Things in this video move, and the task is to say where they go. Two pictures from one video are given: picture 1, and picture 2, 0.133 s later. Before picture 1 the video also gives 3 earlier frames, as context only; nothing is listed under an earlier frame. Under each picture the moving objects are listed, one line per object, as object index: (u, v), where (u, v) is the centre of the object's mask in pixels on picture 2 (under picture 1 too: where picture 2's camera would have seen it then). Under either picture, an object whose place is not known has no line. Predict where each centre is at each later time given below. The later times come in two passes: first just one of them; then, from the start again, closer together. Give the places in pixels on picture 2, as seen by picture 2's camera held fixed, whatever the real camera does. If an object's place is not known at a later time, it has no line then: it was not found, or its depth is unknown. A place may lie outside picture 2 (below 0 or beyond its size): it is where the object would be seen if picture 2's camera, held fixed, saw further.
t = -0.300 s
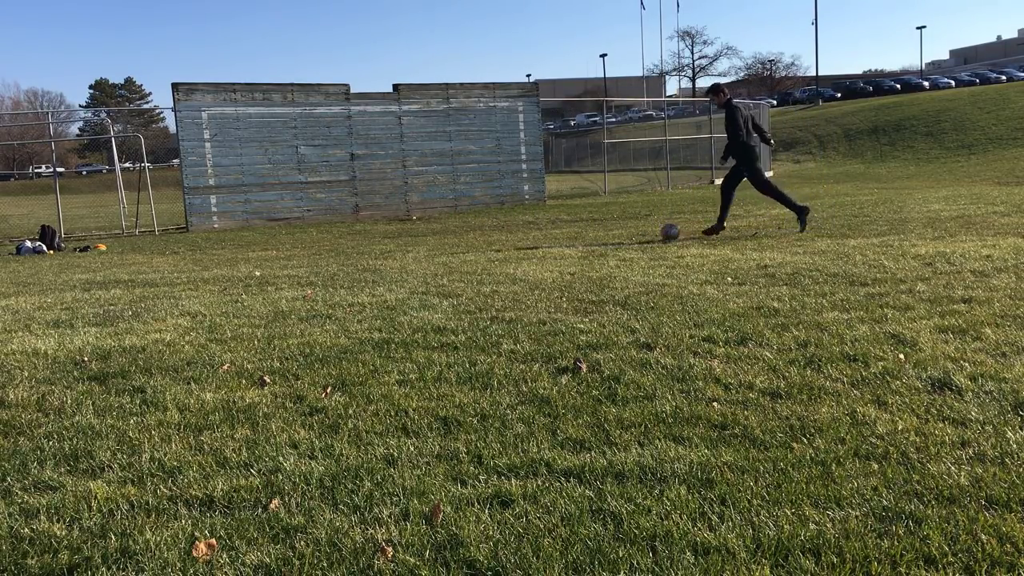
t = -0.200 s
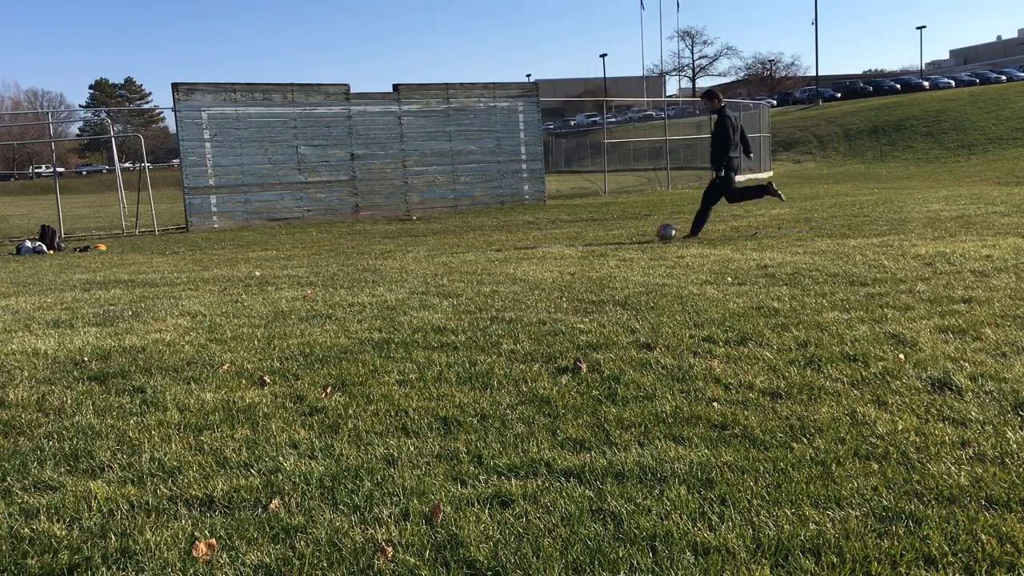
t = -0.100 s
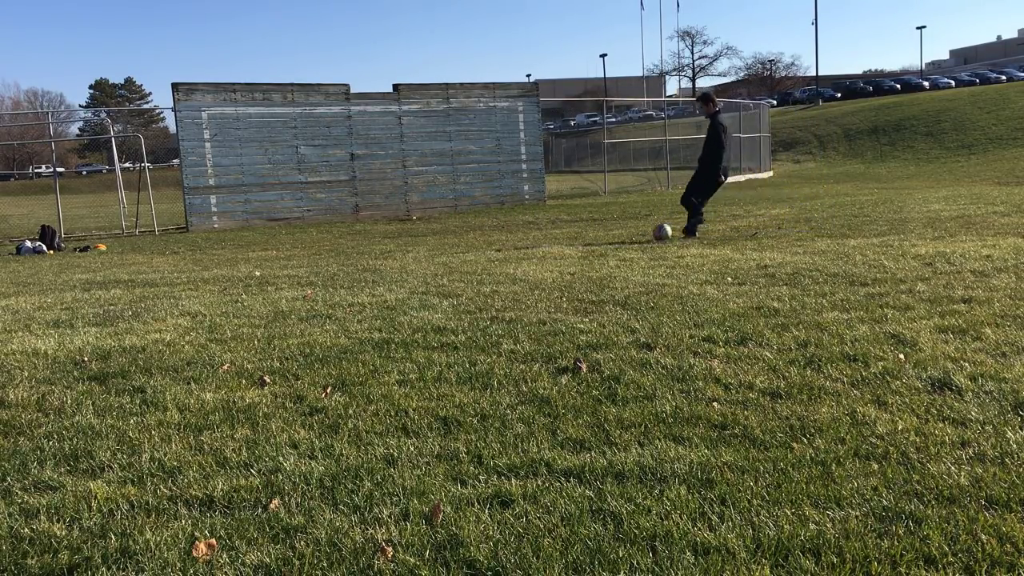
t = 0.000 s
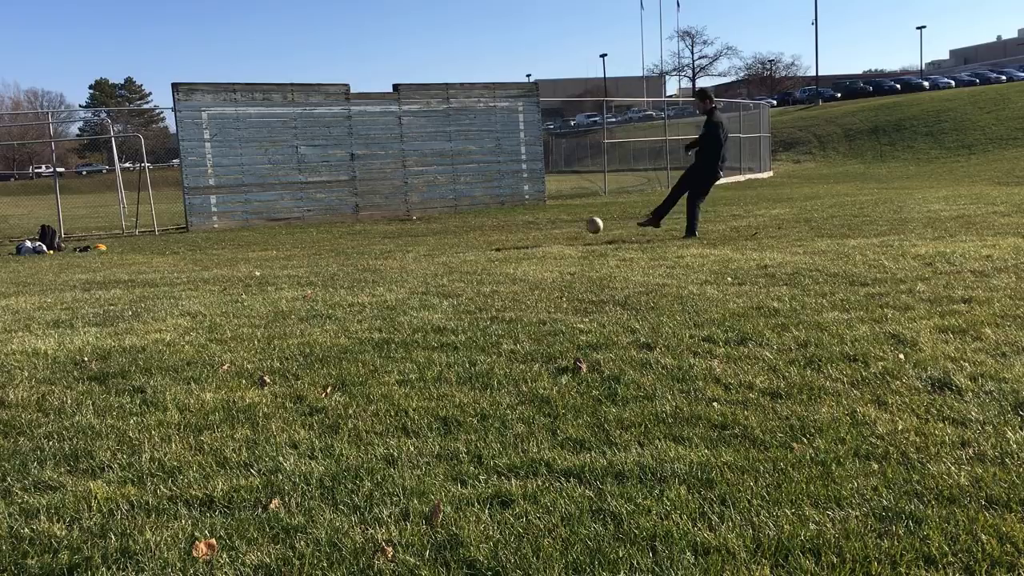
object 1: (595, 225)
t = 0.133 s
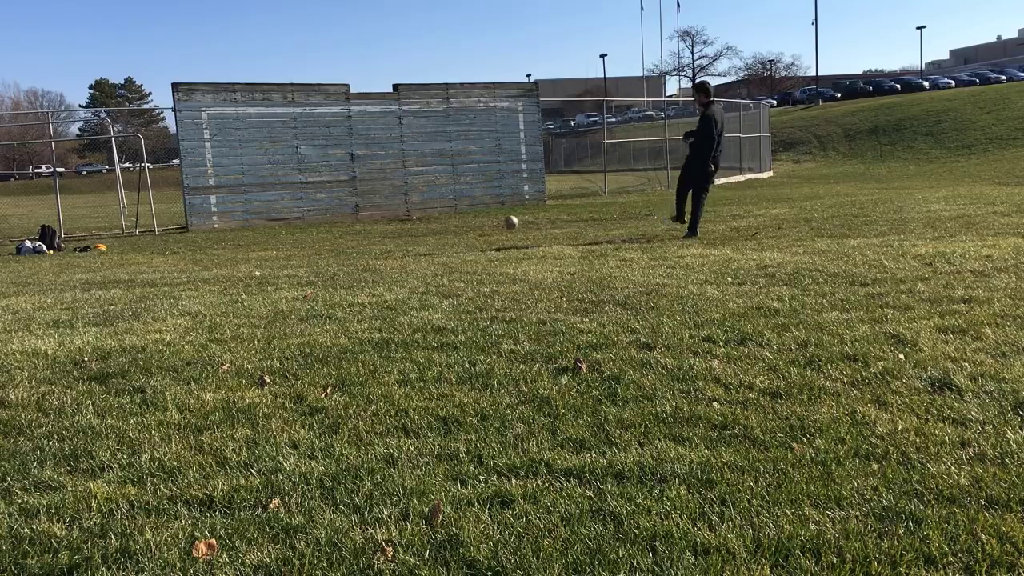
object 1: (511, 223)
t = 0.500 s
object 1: (402, 205)
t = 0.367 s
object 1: (432, 207)
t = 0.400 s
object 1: (423, 206)
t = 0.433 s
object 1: (415, 205)
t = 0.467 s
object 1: (408, 205)
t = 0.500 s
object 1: (402, 205)
